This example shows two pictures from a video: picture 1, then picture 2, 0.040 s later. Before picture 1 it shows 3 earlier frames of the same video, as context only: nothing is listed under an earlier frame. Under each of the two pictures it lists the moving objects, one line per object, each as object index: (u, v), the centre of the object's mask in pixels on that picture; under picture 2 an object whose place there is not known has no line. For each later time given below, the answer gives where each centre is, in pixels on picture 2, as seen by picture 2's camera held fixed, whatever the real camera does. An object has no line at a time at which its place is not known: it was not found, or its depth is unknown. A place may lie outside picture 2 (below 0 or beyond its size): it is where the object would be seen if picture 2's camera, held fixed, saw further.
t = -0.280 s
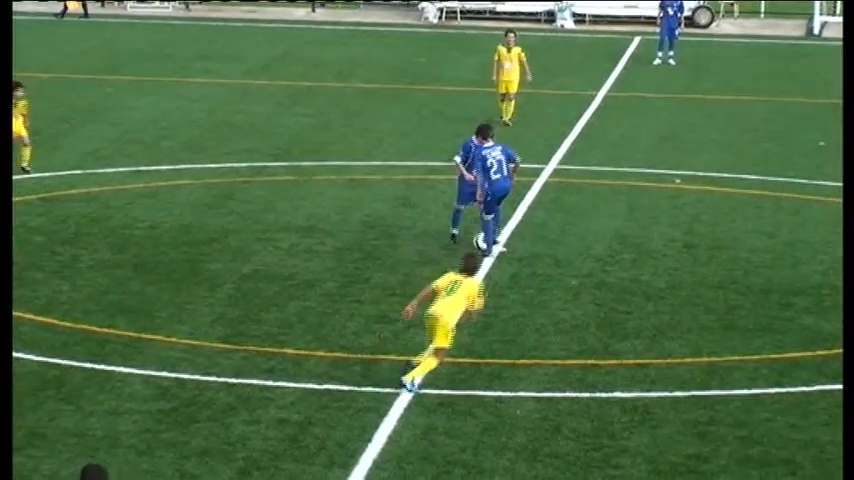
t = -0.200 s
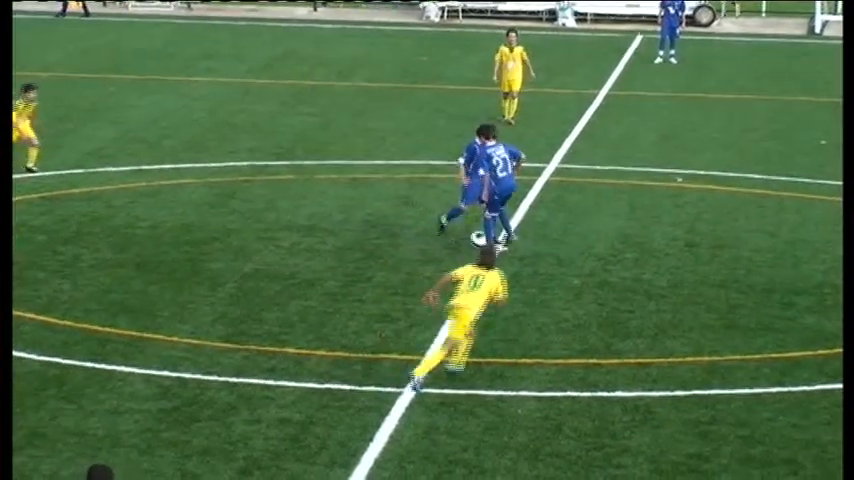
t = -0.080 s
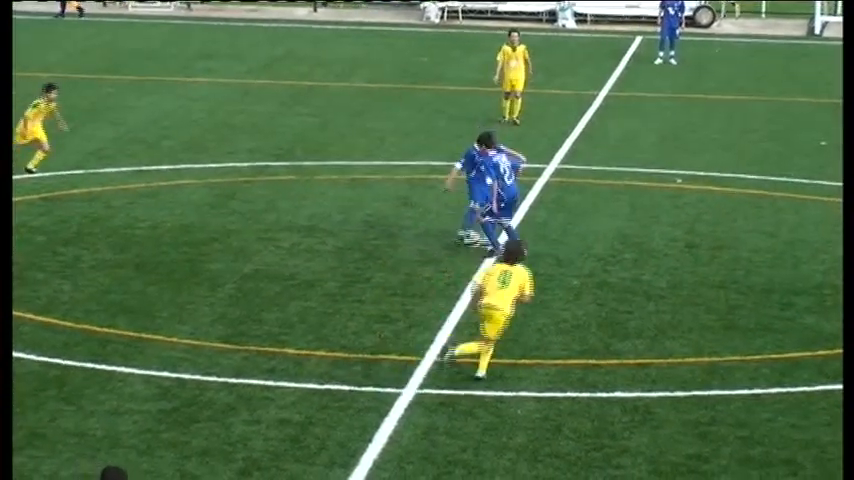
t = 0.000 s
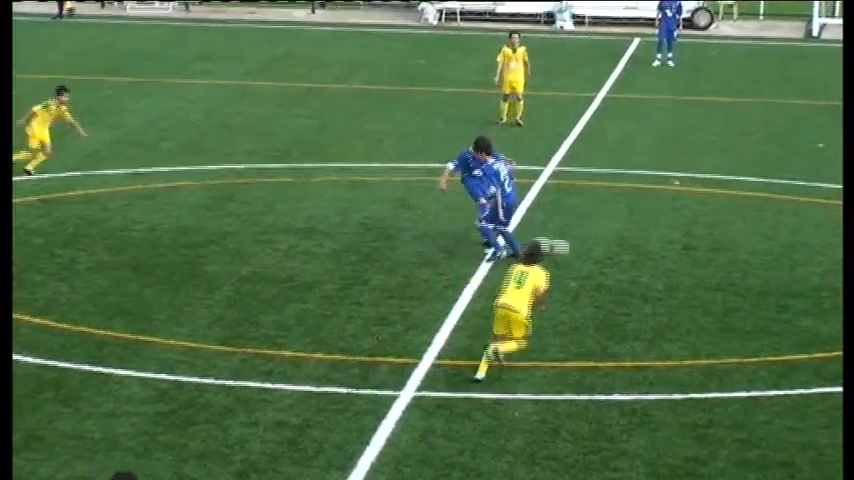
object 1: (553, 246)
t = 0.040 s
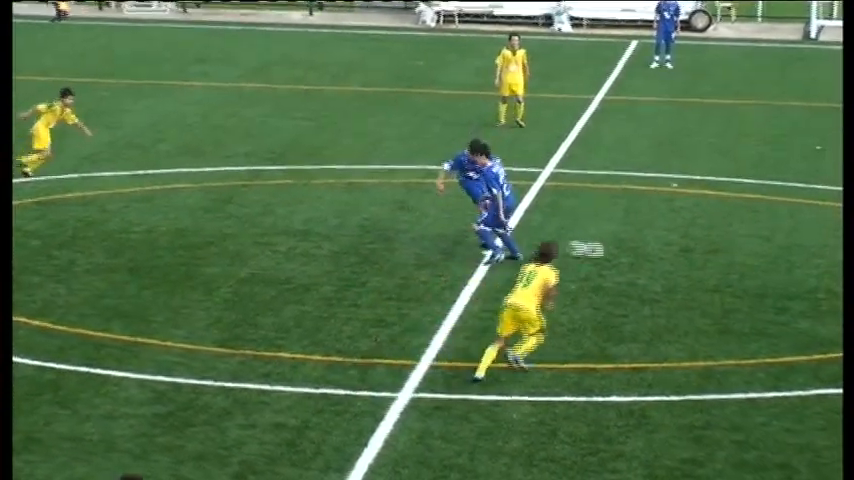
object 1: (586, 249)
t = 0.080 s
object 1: (620, 250)
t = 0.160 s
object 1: (689, 254)
